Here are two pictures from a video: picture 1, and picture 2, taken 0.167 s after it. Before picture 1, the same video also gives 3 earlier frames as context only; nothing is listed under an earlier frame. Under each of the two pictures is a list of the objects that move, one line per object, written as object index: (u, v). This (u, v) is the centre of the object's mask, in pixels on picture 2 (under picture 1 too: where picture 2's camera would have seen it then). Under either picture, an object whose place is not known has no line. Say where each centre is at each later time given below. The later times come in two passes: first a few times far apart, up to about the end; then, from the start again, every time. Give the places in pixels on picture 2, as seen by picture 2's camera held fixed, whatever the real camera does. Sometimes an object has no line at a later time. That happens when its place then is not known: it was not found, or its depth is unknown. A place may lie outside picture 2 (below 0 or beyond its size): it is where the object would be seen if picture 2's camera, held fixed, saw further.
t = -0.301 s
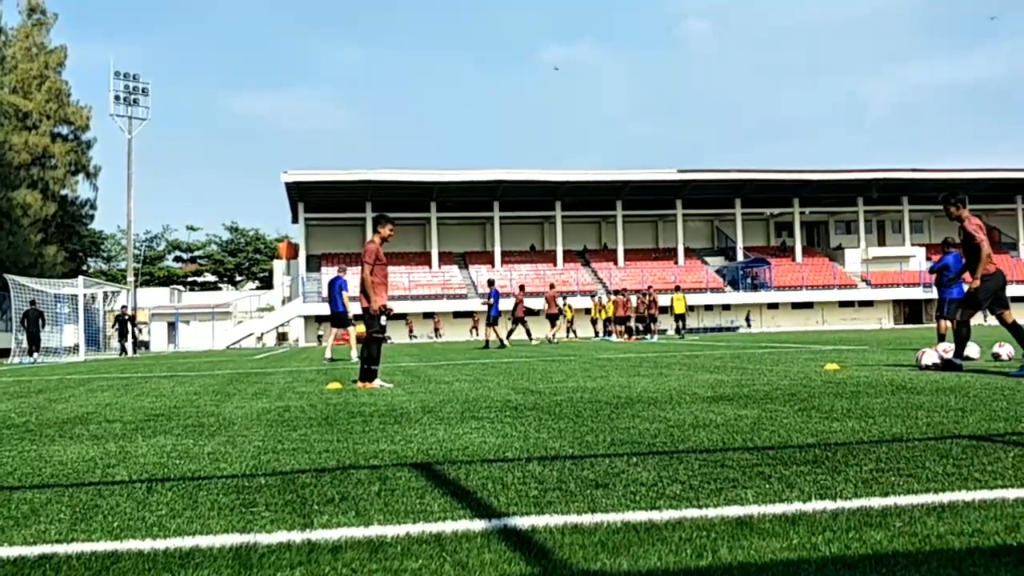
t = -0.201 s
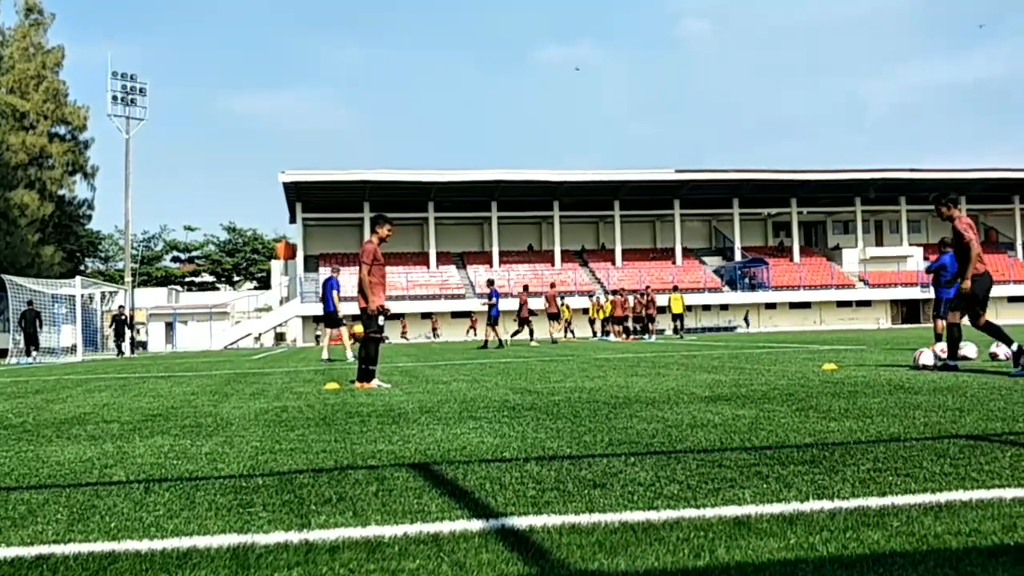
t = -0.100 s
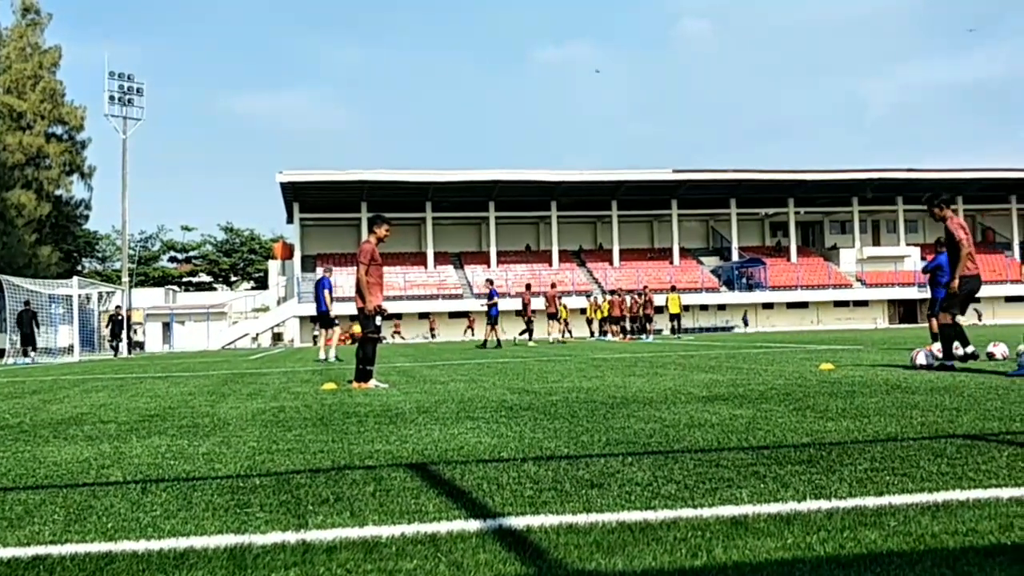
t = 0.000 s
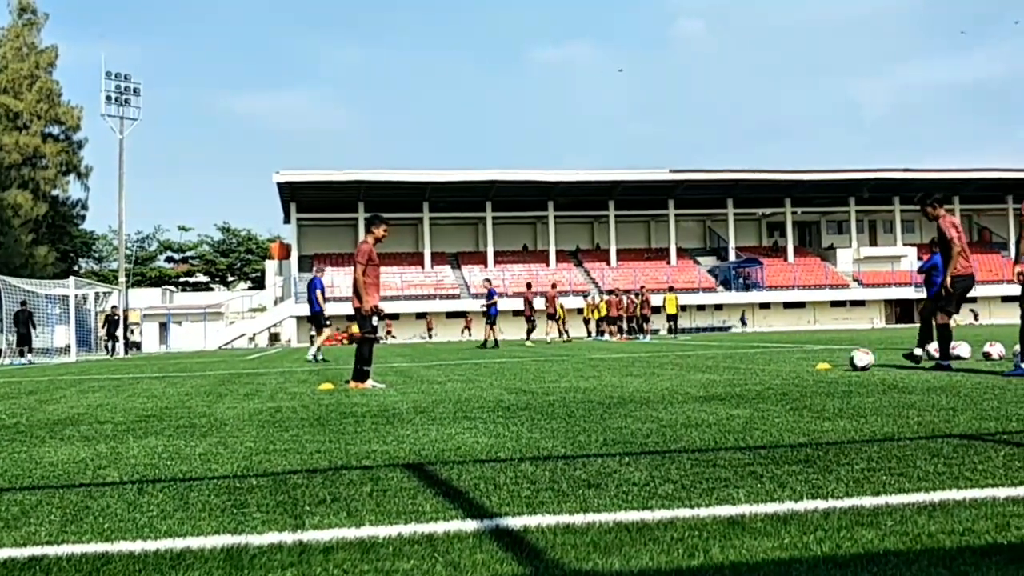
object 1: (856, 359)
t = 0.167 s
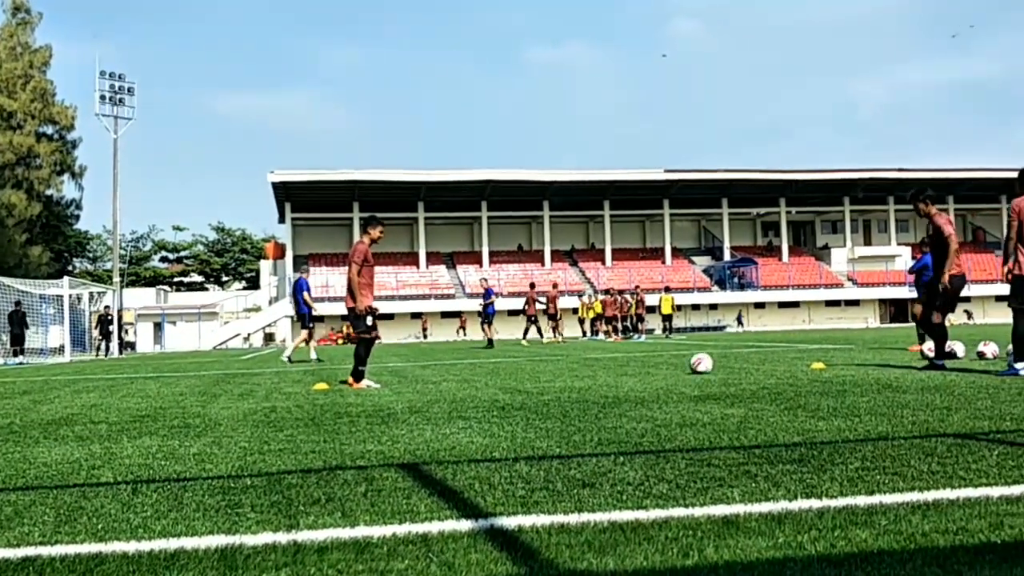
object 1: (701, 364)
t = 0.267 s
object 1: (625, 365)
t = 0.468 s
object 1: (498, 369)
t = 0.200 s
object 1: (675, 364)
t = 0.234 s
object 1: (650, 364)
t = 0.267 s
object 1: (625, 365)
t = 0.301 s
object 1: (601, 367)
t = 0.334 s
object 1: (579, 367)
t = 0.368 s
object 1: (558, 367)
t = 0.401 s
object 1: (538, 368)
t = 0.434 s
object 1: (518, 369)
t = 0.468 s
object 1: (498, 369)
